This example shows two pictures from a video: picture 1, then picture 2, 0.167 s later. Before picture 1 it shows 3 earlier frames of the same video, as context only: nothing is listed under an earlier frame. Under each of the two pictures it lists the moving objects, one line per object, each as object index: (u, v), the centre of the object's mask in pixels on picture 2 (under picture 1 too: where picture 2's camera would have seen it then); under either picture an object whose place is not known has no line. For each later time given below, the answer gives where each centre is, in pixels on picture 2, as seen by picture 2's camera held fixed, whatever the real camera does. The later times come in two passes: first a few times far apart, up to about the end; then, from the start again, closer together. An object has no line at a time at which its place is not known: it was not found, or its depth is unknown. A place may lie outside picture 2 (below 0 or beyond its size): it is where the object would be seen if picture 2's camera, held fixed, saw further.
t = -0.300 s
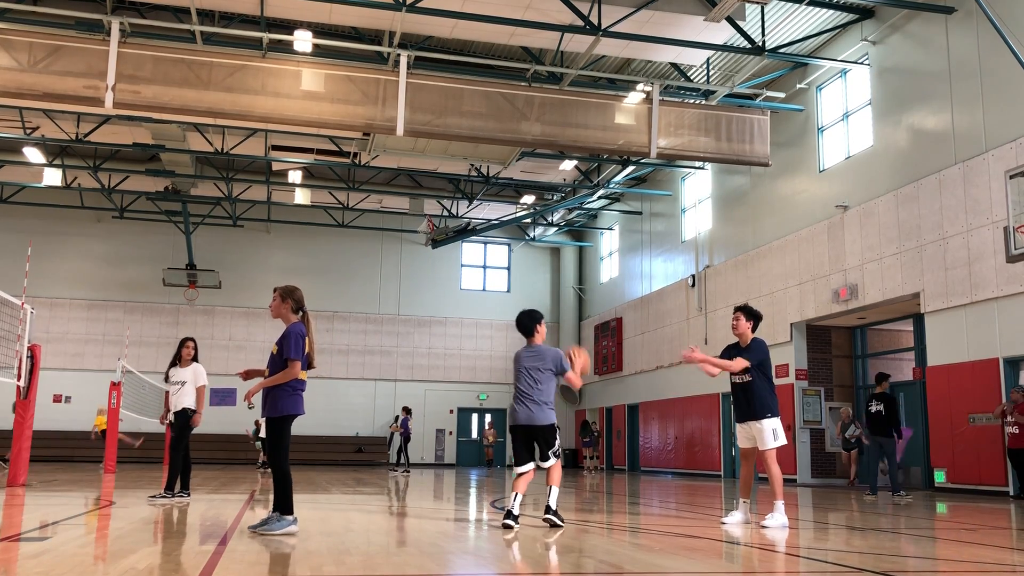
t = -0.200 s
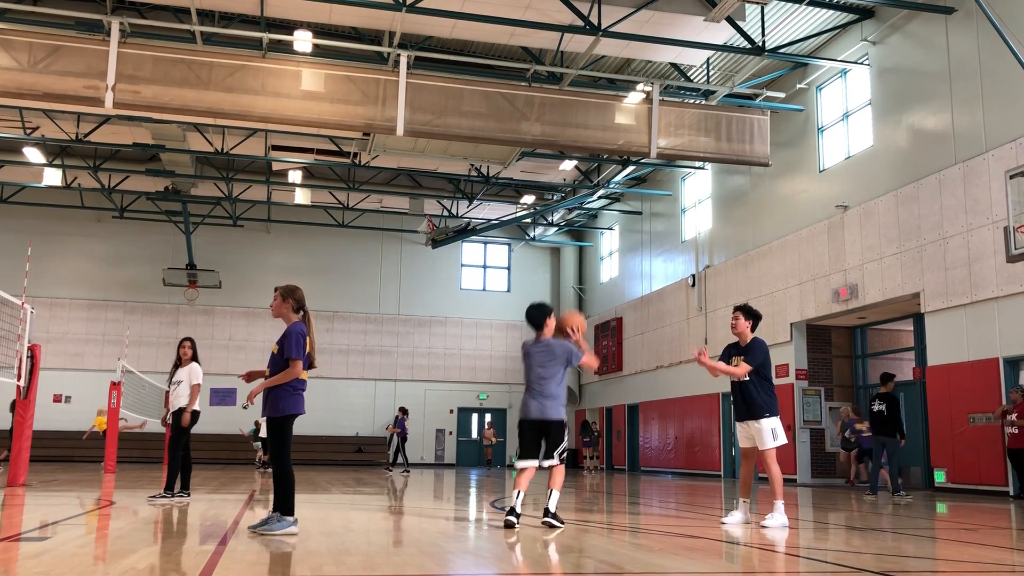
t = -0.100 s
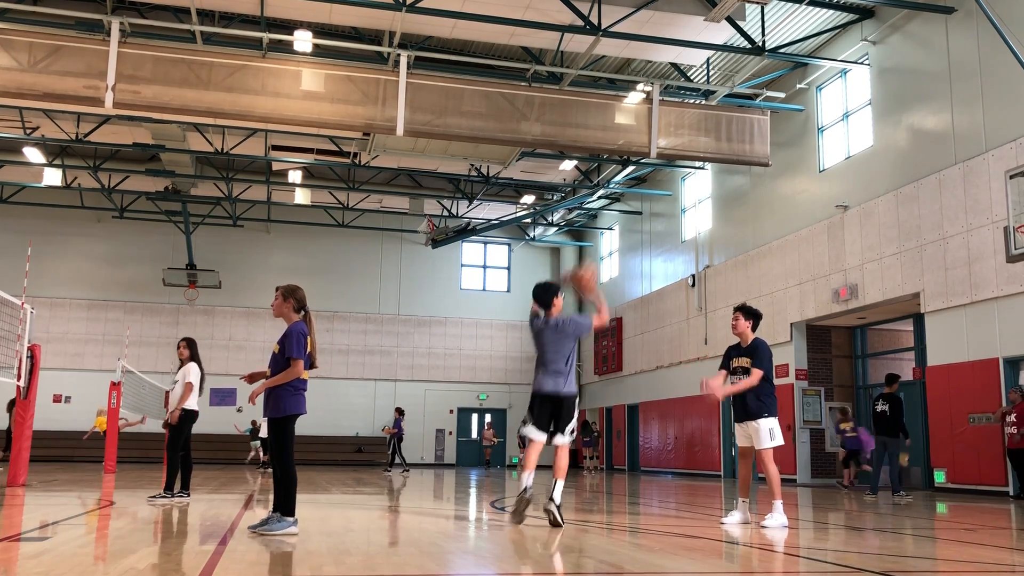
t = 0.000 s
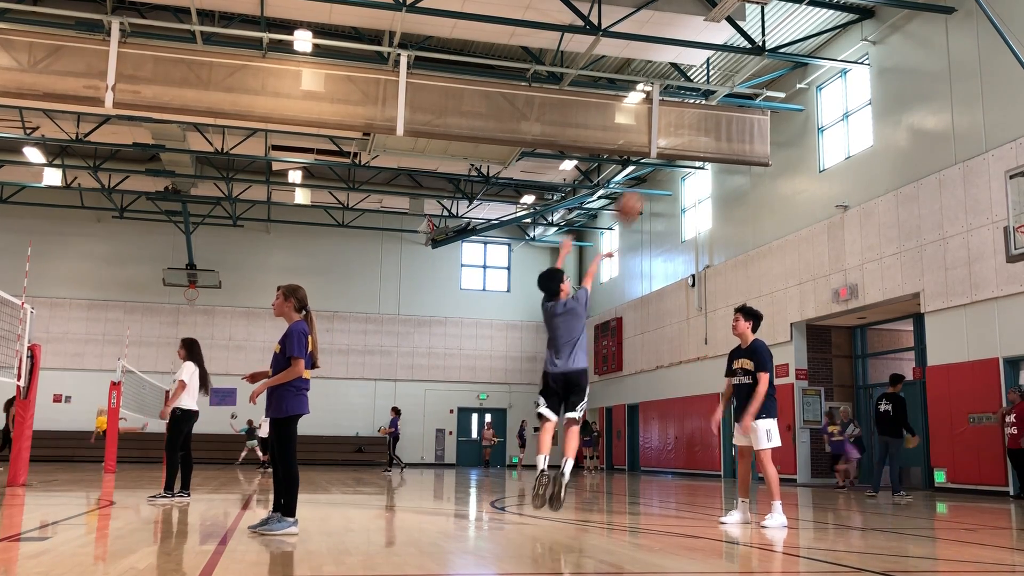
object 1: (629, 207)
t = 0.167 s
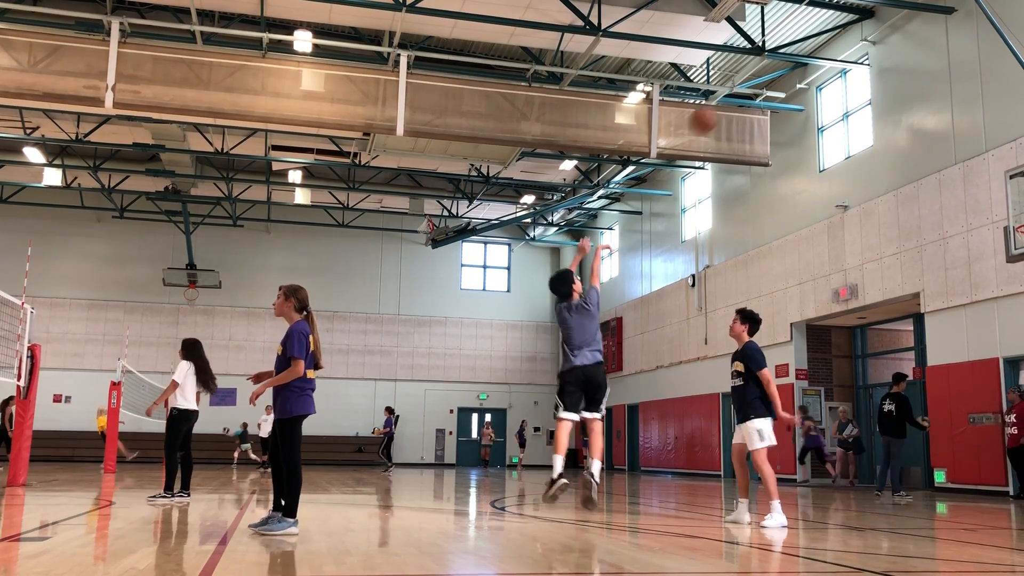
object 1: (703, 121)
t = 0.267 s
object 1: (745, 85)
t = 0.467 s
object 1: (818, 53)
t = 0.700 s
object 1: (894, 65)
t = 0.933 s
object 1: (965, 121)
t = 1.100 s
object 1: (1012, 187)
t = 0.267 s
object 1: (745, 85)
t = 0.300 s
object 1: (757, 77)
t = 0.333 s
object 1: (770, 70)
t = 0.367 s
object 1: (783, 64)
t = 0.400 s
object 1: (796, 59)
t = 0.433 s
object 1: (807, 55)
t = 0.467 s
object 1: (818, 53)
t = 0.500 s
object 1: (830, 51)
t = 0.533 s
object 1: (840, 50)
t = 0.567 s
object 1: (852, 52)
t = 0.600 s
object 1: (863, 54)
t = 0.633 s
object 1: (874, 56)
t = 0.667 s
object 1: (883, 60)
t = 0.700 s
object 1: (894, 65)
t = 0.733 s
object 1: (904, 71)
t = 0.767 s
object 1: (915, 77)
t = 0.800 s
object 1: (925, 84)
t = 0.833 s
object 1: (935, 92)
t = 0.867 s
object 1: (945, 101)
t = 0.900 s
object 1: (955, 111)
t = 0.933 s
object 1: (965, 121)
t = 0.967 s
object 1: (975, 133)
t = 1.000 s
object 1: (984, 145)
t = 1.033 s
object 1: (994, 158)
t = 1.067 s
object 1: (1002, 172)
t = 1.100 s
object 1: (1012, 187)
